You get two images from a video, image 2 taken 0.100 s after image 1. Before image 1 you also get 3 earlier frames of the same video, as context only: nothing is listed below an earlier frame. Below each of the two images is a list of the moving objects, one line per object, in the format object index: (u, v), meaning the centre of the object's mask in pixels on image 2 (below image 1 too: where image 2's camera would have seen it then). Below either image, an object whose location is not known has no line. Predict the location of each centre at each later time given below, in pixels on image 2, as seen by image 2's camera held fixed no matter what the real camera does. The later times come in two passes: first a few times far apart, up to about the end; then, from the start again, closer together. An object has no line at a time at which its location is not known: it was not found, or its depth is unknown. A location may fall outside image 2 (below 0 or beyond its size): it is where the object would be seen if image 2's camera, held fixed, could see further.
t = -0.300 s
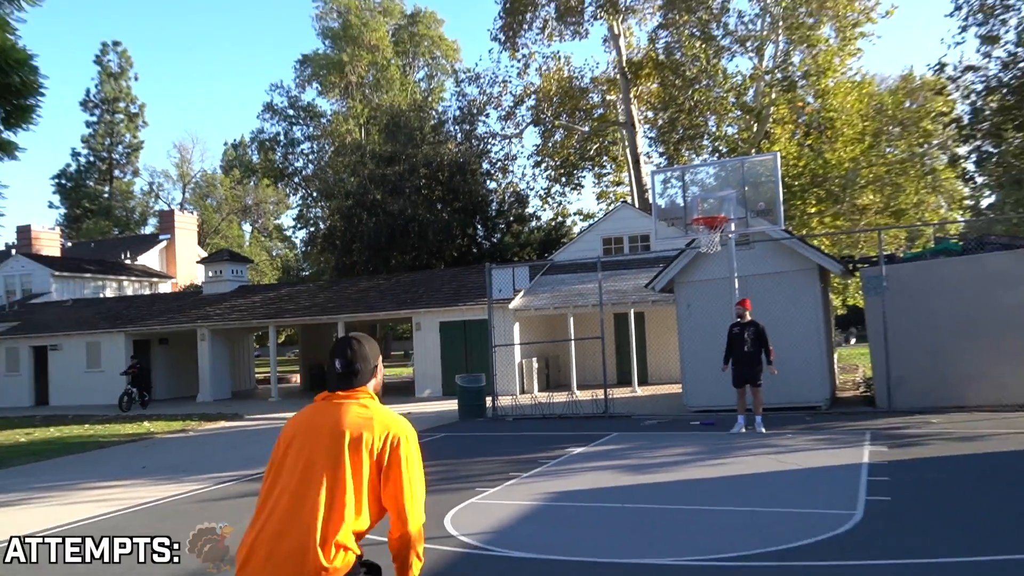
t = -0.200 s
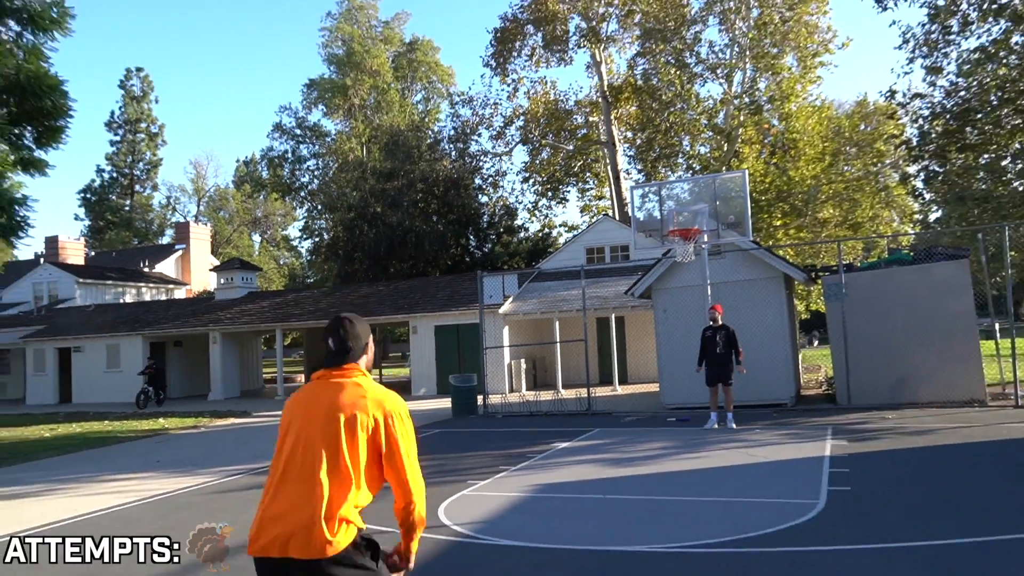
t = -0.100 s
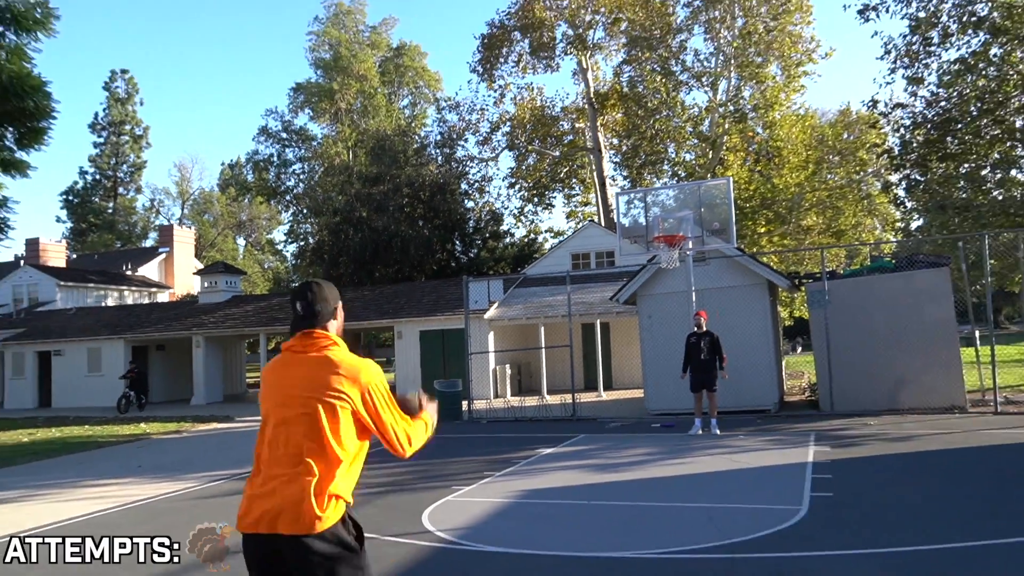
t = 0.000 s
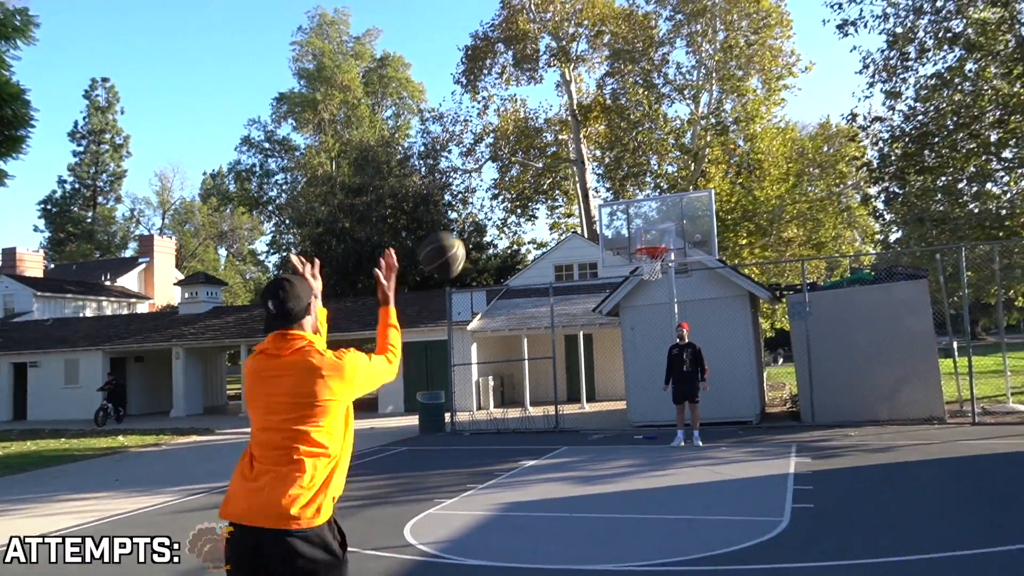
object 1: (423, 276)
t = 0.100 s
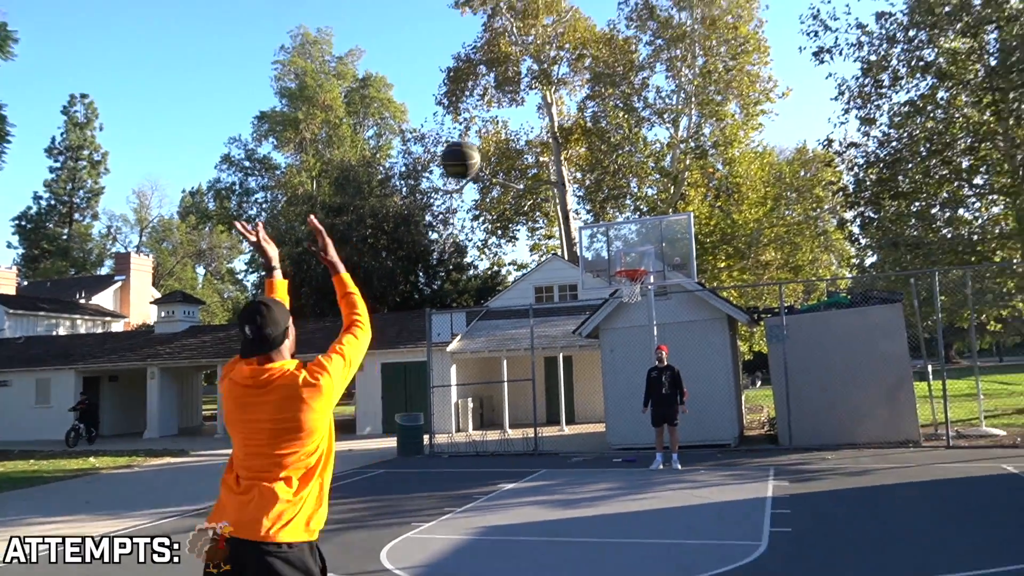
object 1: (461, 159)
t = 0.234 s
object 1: (498, 65)
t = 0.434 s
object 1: (536, 1)
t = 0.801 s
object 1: (585, 0)
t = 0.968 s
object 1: (601, 34)
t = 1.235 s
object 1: (626, 113)
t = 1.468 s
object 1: (643, 205)
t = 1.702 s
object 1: (672, 259)
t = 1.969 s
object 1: (754, 252)
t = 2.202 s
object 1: (832, 288)
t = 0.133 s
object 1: (471, 131)
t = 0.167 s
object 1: (481, 105)
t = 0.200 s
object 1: (490, 84)
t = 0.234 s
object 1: (498, 65)
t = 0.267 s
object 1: (505, 49)
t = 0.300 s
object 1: (512, 35)
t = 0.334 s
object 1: (519, 23)
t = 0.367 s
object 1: (525, 14)
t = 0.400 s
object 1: (530, 6)
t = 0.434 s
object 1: (536, 1)
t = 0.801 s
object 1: (585, 0)
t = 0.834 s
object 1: (587, 6)
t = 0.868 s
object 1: (590, 12)
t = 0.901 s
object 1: (593, 19)
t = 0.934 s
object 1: (597, 26)
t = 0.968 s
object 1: (601, 34)
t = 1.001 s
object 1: (604, 42)
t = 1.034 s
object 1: (608, 51)
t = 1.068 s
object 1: (611, 60)
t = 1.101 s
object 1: (614, 70)
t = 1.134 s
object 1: (617, 80)
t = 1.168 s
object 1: (620, 91)
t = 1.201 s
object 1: (622, 102)
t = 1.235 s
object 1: (626, 113)
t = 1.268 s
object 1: (628, 126)
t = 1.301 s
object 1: (631, 138)
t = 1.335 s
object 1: (633, 151)
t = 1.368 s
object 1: (636, 163)
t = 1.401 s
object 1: (639, 178)
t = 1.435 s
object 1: (641, 191)
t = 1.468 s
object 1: (643, 205)
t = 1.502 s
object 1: (644, 223)
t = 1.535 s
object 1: (647, 237)
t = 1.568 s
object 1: (650, 252)
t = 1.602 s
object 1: (650, 264)
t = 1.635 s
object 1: (653, 267)
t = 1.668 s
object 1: (662, 263)
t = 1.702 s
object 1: (672, 259)
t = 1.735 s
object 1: (682, 256)
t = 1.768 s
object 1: (692, 254)
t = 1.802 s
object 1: (703, 249)
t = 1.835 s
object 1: (713, 249)
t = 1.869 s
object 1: (724, 249)
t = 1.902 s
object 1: (733, 249)
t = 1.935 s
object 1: (745, 250)
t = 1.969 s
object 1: (754, 252)
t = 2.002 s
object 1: (764, 255)
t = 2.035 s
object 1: (776, 259)
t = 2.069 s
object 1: (787, 263)
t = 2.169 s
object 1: (819, 280)
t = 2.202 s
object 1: (832, 288)
